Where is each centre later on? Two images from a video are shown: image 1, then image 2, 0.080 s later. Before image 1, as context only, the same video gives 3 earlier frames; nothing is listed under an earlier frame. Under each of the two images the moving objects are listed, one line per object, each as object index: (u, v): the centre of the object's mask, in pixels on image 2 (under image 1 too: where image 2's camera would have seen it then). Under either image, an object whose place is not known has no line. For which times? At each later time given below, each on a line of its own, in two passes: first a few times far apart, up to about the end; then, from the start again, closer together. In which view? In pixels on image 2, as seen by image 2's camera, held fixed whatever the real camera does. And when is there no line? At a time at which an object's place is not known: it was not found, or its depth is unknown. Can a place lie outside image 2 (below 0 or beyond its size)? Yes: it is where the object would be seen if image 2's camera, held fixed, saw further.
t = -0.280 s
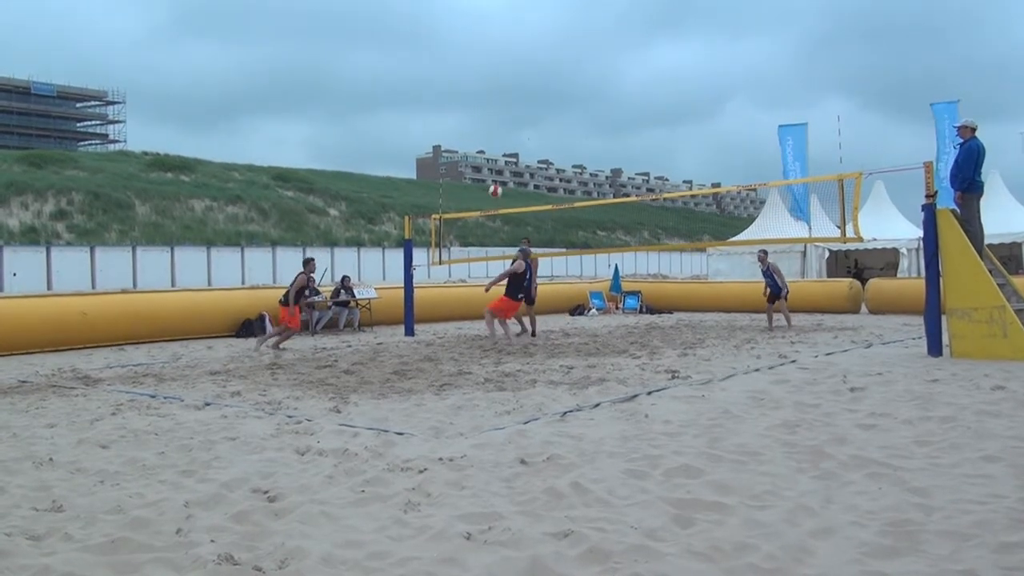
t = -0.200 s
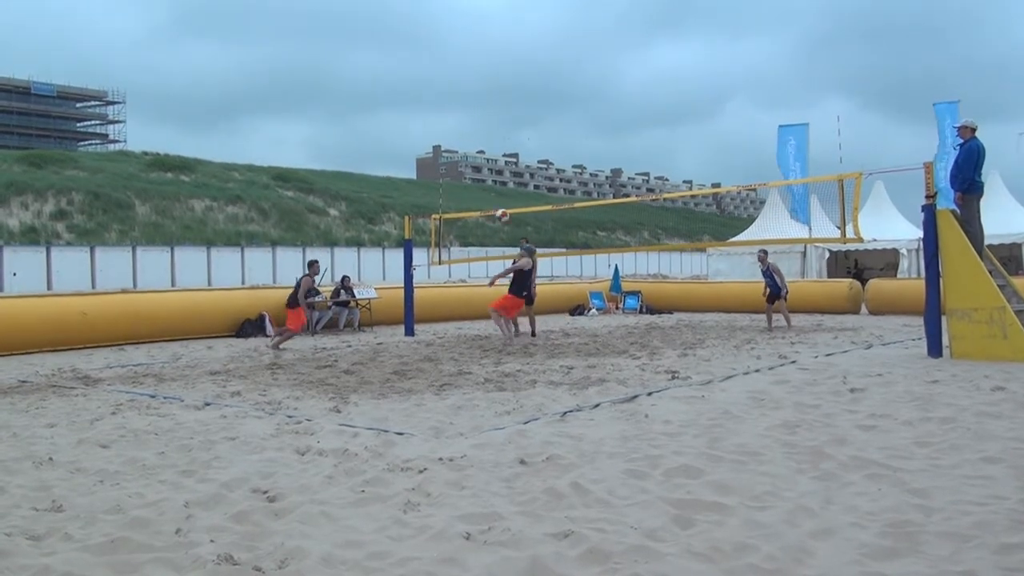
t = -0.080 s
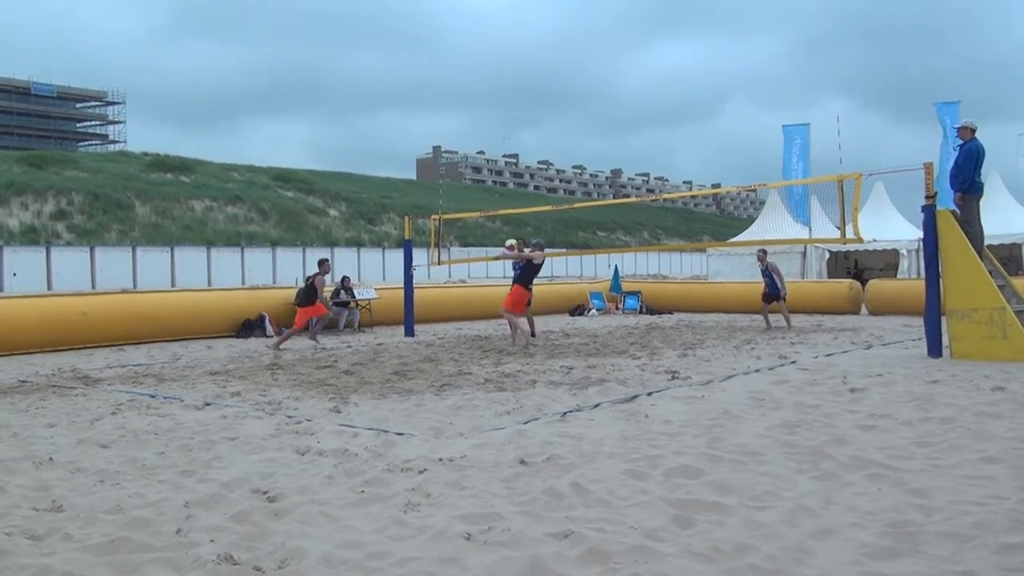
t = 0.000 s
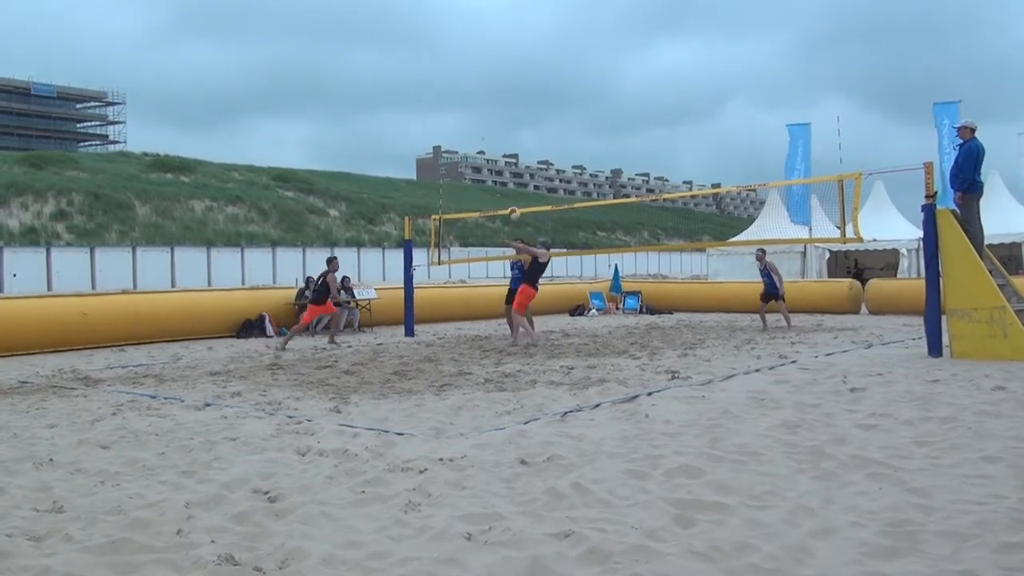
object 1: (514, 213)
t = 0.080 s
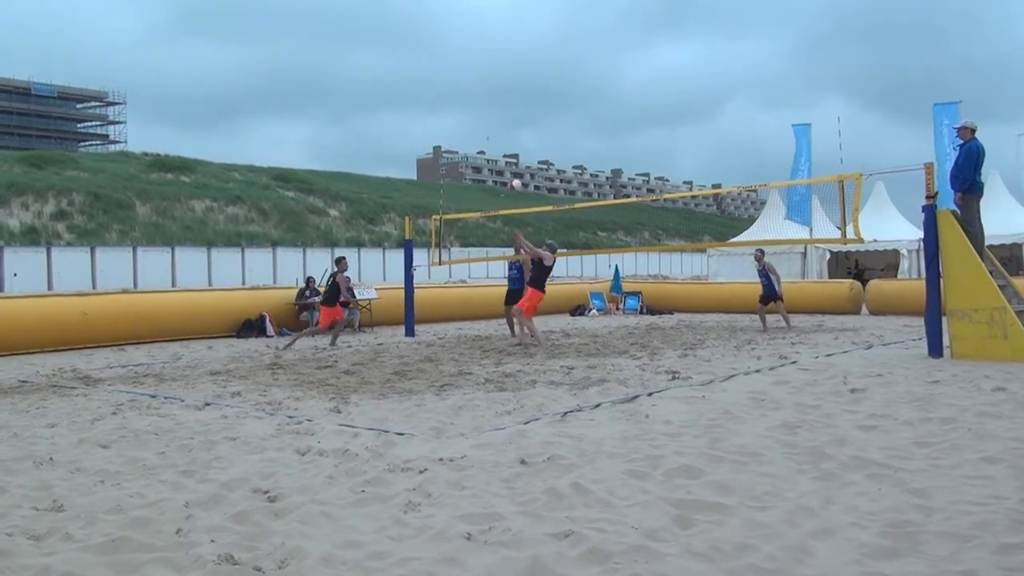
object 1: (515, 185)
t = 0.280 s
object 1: (516, 132)
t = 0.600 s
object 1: (515, 94)
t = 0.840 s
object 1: (510, 106)
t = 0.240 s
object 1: (517, 140)
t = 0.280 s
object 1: (516, 132)
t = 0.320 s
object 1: (516, 124)
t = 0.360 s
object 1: (517, 117)
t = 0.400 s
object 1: (517, 111)
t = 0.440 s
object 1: (516, 106)
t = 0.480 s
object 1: (516, 102)
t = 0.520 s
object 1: (516, 98)
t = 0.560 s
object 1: (516, 96)
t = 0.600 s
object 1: (515, 94)
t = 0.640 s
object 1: (515, 94)
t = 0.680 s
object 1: (515, 94)
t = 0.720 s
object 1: (514, 95)
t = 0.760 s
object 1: (513, 97)
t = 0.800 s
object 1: (512, 102)
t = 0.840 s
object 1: (510, 106)
